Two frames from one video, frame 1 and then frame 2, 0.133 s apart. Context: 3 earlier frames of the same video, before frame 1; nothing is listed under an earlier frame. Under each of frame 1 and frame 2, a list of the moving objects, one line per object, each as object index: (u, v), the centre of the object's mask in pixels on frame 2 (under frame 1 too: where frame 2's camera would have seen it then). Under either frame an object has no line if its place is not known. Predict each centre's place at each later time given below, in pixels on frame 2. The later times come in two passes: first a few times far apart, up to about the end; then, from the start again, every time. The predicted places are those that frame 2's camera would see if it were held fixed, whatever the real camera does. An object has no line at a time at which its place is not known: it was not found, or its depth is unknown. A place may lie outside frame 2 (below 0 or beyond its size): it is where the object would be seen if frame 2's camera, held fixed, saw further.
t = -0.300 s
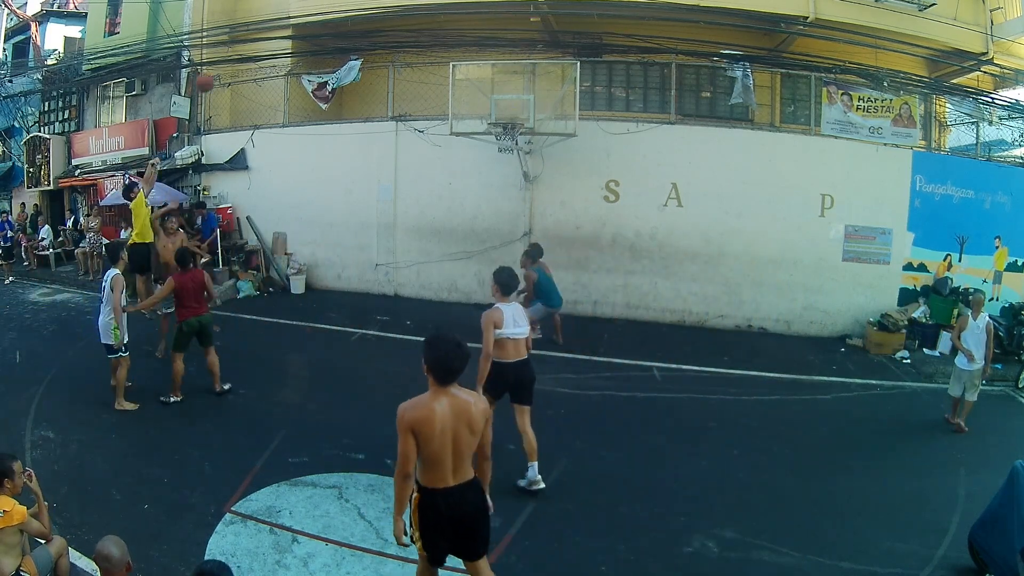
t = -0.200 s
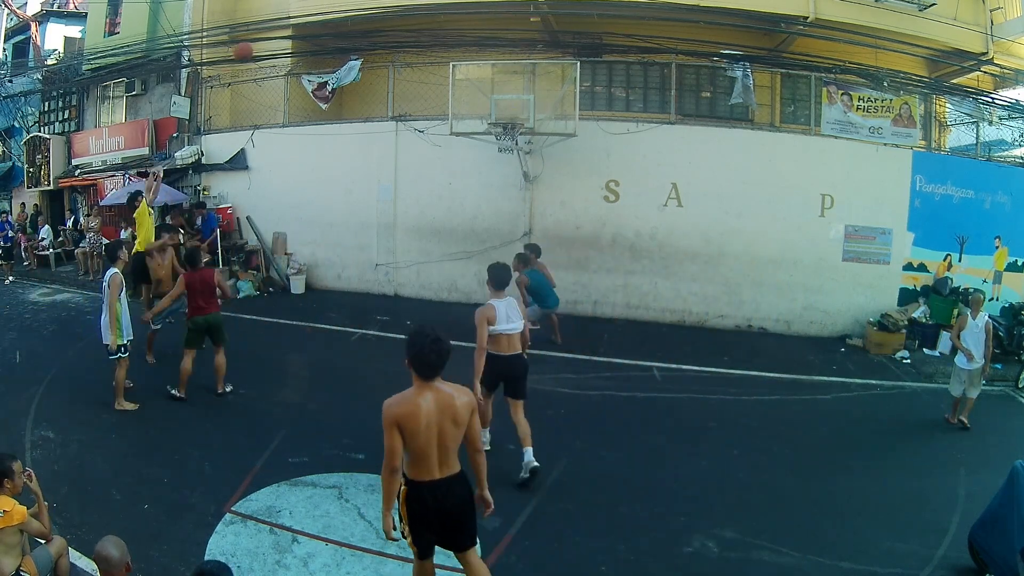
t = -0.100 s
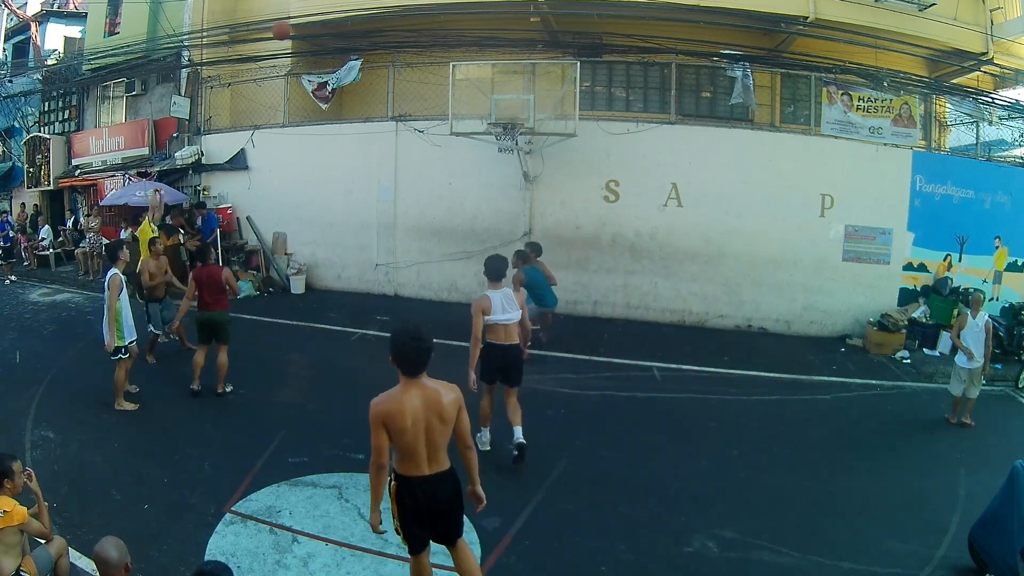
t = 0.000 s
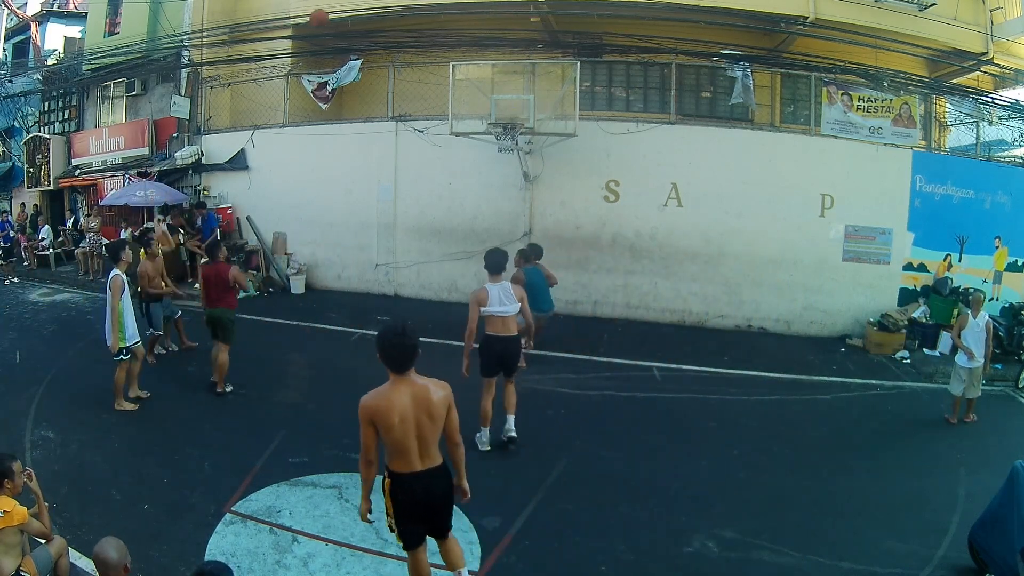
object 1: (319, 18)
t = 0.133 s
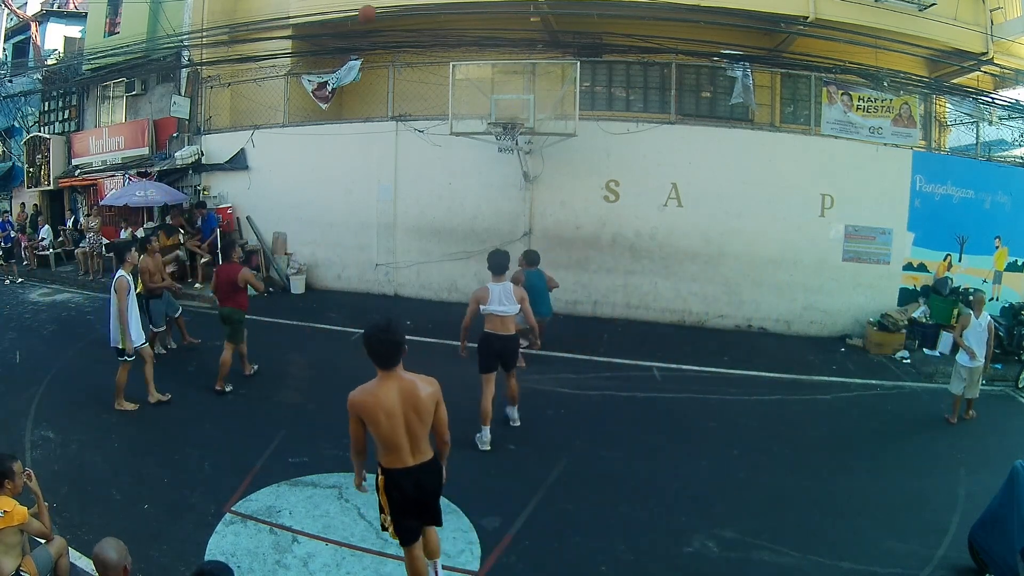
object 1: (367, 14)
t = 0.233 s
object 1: (402, 19)
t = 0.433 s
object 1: (469, 54)
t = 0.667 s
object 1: (528, 116)
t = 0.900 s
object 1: (573, 100)
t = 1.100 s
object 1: (615, 119)
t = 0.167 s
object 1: (379, 15)
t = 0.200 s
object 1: (391, 17)
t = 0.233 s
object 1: (402, 19)
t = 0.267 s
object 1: (413, 23)
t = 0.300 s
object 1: (425, 28)
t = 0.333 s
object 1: (436, 33)
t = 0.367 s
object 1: (448, 40)
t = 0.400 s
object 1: (459, 47)
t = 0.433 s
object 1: (469, 54)
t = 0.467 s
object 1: (480, 64)
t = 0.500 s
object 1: (491, 73)
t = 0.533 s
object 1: (501, 83)
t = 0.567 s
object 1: (512, 94)
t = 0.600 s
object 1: (521, 105)
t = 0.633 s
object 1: (525, 113)
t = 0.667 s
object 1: (528, 116)
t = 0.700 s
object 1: (534, 111)
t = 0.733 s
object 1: (541, 108)
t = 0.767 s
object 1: (547, 104)
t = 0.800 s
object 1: (554, 102)
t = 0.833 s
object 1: (560, 101)
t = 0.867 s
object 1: (567, 100)
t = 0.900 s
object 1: (573, 100)
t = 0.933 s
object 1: (580, 101)
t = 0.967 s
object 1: (587, 102)
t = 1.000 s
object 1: (595, 105)
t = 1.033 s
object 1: (601, 109)
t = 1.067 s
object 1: (608, 113)
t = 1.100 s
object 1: (615, 119)
